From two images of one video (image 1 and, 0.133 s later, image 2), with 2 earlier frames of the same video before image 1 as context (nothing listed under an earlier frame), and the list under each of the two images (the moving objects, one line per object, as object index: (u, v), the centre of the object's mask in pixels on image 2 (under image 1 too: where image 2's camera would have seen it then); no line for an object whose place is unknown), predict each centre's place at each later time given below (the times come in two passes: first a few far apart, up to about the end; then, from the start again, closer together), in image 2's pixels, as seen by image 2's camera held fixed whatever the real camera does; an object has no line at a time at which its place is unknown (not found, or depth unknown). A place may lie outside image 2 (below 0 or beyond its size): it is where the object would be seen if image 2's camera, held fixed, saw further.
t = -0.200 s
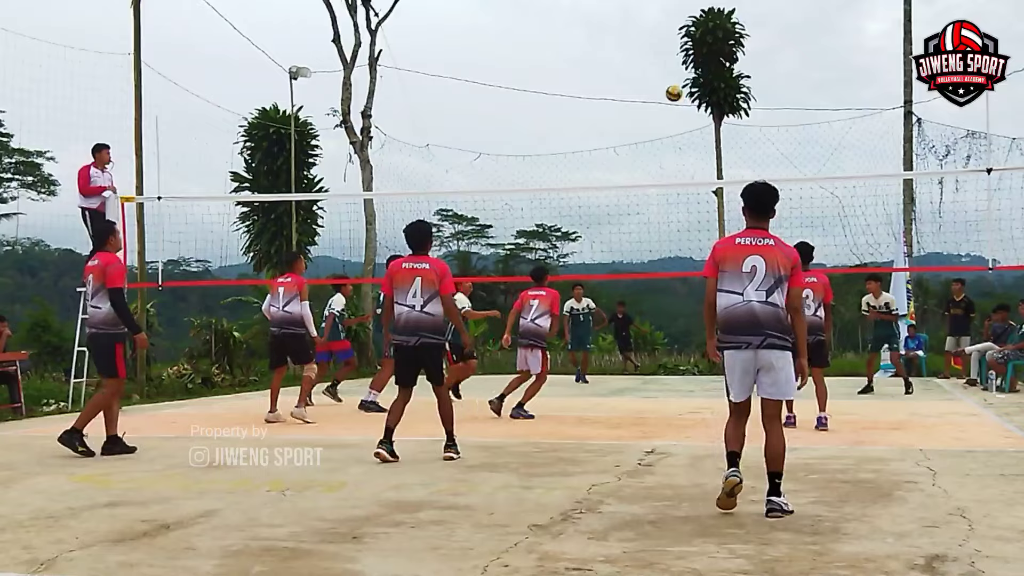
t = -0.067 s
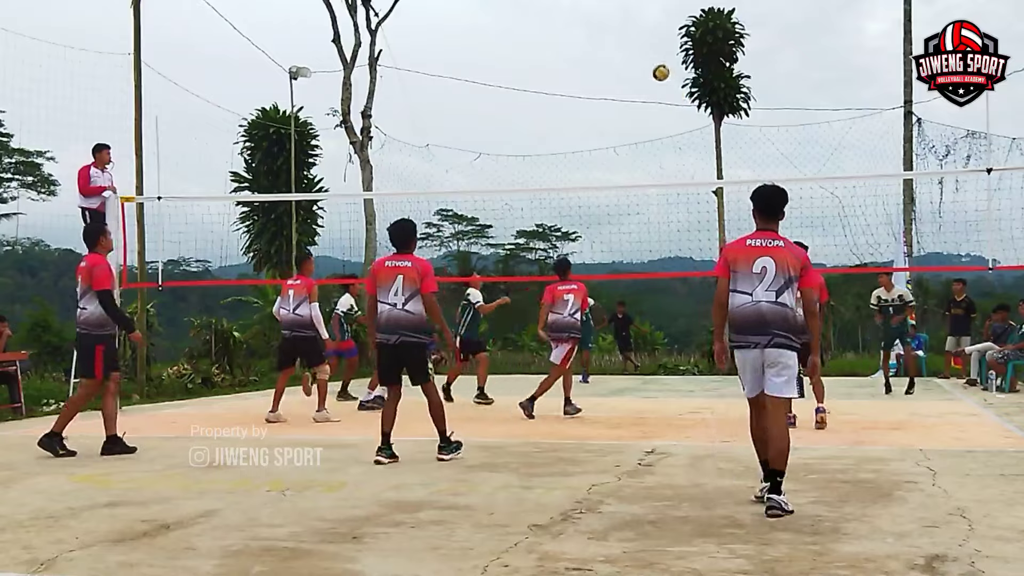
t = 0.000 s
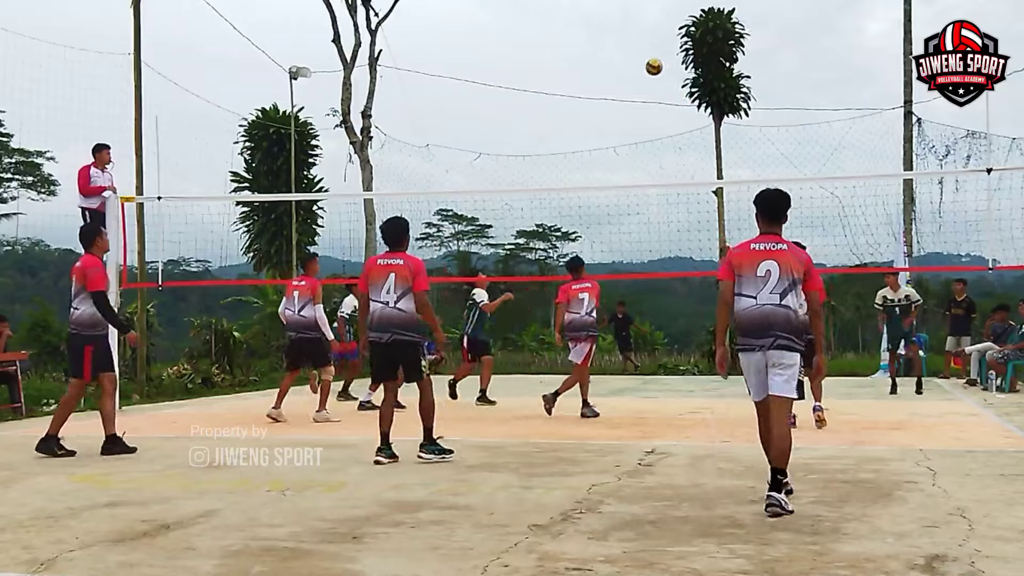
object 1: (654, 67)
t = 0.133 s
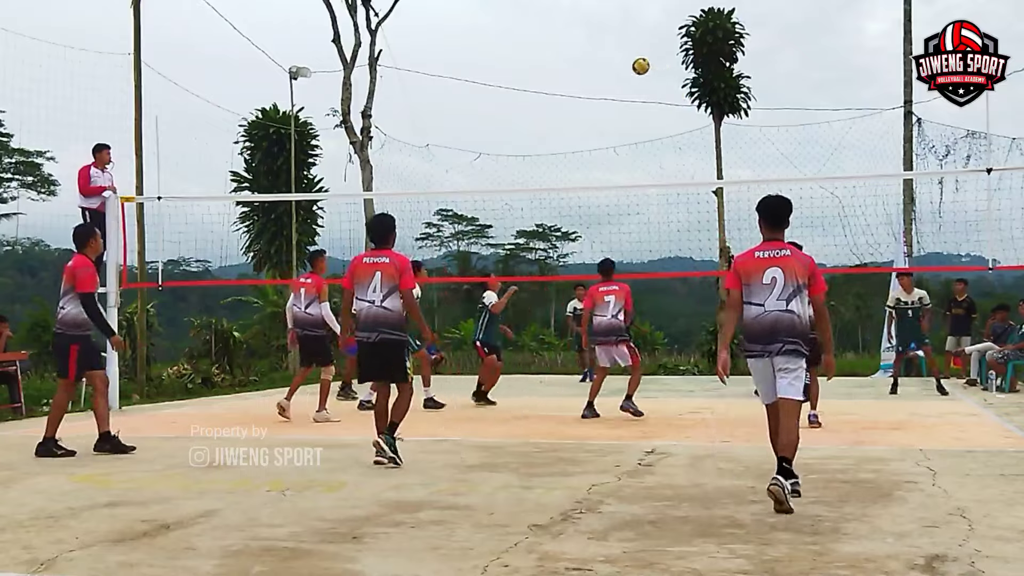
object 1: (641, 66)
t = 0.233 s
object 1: (630, 75)
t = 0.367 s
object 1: (617, 99)
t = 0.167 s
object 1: (637, 68)
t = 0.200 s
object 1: (634, 70)
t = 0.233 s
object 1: (630, 75)
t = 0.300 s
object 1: (623, 85)
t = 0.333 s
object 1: (620, 91)
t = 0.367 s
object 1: (617, 99)
